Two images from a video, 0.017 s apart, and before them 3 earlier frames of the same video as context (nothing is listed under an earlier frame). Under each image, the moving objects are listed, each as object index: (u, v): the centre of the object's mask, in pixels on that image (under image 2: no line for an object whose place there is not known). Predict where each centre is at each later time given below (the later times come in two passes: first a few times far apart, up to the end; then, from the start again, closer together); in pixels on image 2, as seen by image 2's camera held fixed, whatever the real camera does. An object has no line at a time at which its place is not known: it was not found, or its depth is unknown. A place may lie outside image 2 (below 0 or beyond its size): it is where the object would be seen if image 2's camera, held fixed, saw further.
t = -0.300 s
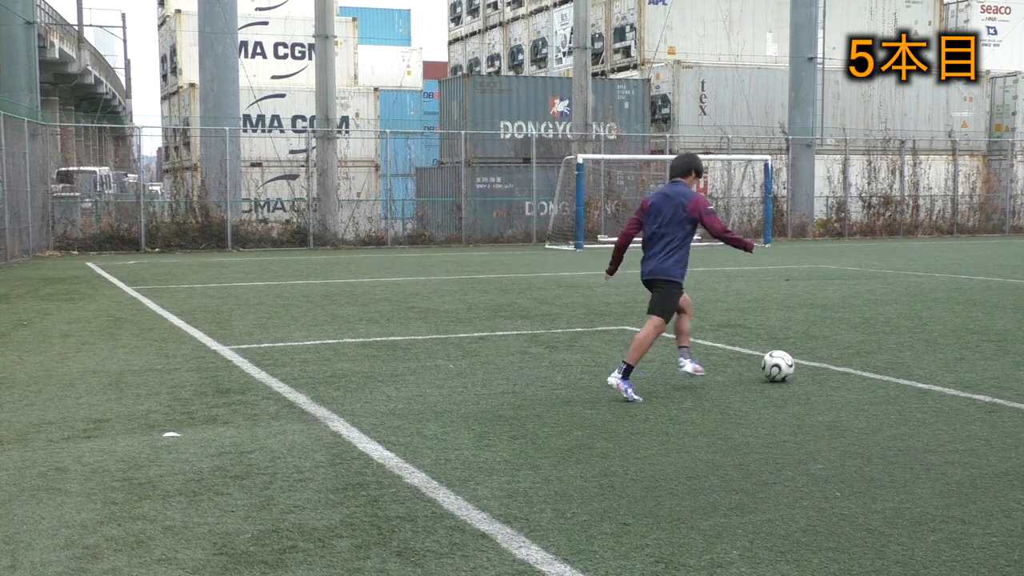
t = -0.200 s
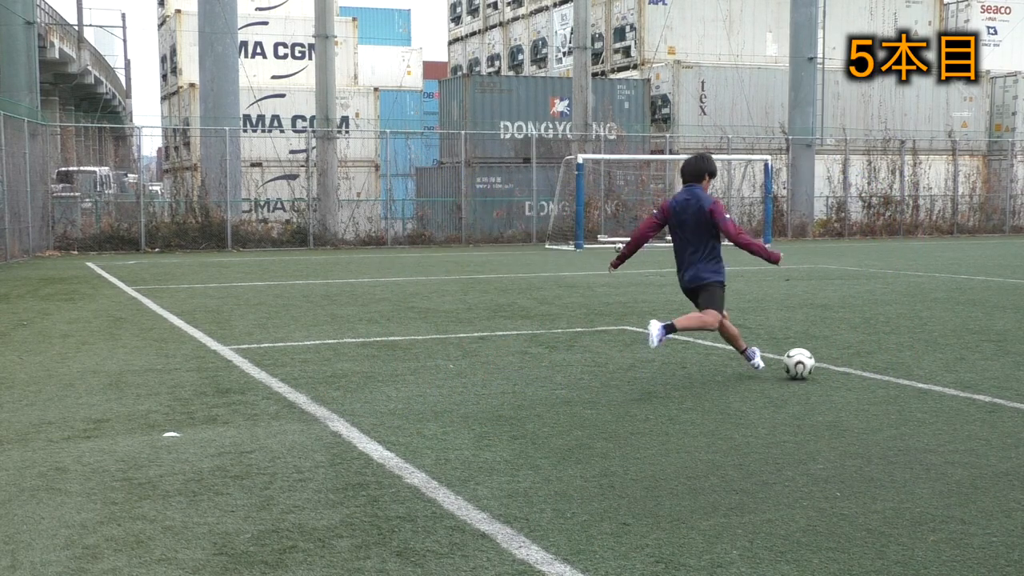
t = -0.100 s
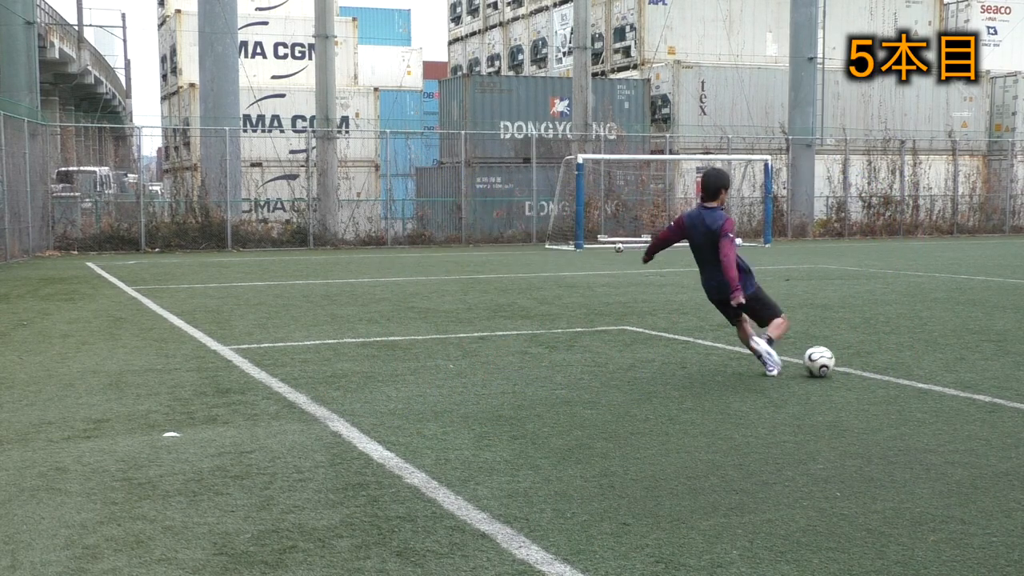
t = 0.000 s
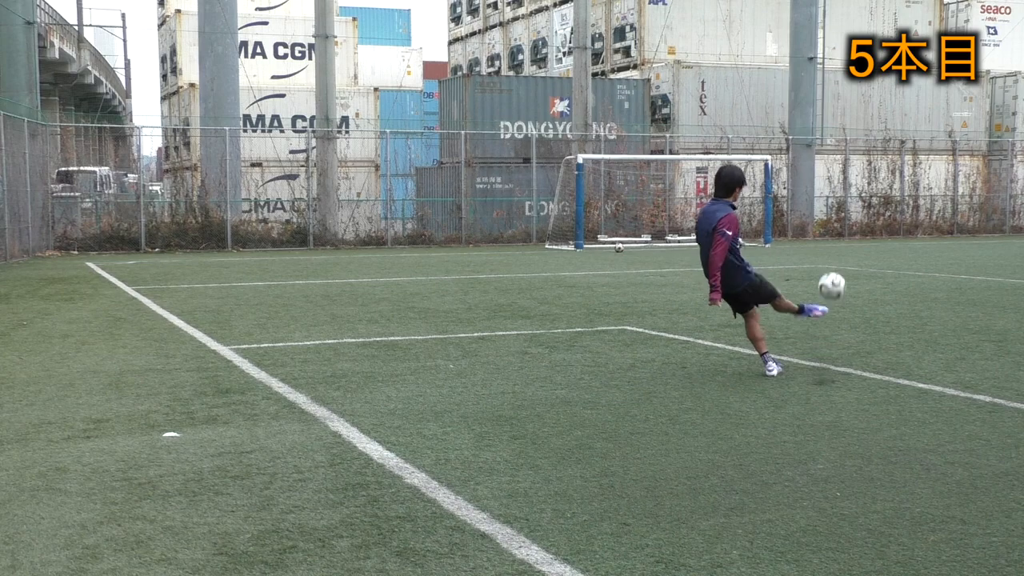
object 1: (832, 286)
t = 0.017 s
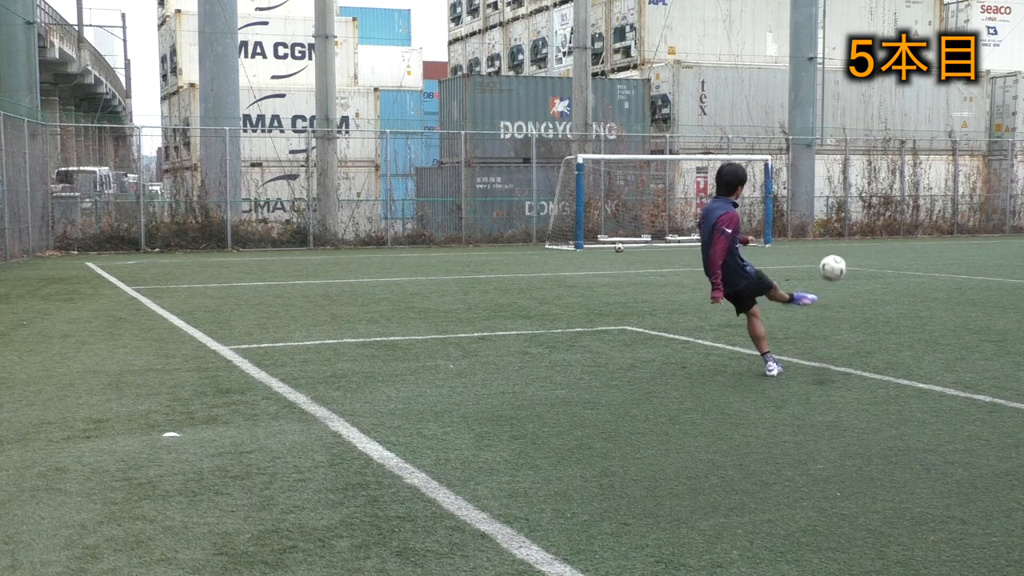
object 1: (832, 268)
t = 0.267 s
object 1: (827, 138)
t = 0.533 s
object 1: (814, 133)
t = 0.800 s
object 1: (802, 179)
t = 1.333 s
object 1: (782, 194)
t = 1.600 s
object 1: (776, 182)
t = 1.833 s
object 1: (782, 177)
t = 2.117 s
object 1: (810, 164)
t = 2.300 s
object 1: (826, 171)
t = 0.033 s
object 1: (833, 252)
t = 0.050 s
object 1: (833, 237)
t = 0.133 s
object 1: (832, 182)
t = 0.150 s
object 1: (832, 174)
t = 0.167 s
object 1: (831, 167)
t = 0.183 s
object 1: (831, 160)
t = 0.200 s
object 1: (830, 155)
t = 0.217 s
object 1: (829, 149)
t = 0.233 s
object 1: (829, 145)
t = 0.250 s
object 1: (828, 141)
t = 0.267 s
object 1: (827, 138)
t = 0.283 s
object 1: (827, 135)
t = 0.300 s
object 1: (826, 133)
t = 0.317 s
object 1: (825, 131)
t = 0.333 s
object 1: (824, 129)
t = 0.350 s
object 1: (823, 128)
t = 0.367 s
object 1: (823, 128)
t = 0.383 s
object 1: (822, 127)
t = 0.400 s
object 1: (821, 127)
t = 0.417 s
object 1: (820, 127)
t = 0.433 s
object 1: (819, 127)
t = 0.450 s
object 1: (818, 128)
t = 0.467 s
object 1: (818, 128)
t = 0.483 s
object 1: (817, 129)
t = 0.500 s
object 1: (816, 130)
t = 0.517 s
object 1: (816, 132)
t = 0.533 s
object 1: (814, 133)
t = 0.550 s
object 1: (814, 135)
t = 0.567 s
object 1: (813, 137)
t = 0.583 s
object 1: (812, 139)
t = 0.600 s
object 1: (811, 142)
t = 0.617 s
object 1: (810, 144)
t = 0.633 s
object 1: (810, 146)
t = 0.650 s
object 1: (809, 149)
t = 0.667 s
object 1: (808, 152)
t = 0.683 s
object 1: (808, 155)
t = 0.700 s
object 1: (807, 158)
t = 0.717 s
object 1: (806, 162)
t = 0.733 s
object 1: (805, 165)
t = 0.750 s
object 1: (804, 168)
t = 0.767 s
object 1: (803, 172)
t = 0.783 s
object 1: (803, 175)
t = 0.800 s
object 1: (802, 179)
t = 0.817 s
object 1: (801, 183)
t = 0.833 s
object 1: (800, 187)
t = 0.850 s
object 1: (799, 190)
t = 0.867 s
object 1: (798, 195)
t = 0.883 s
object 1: (797, 199)
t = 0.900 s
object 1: (797, 203)
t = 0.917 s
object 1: (796, 207)
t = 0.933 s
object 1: (795, 211)
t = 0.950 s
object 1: (795, 215)
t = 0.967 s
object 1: (794, 219)
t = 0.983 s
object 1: (793, 224)
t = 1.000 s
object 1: (792, 228)
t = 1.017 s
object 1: (792, 233)
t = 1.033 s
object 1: (790, 238)
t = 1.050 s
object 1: (790, 242)
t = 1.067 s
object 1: (789, 245)
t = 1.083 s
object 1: (788, 241)
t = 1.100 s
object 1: (788, 236)
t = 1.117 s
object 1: (788, 232)
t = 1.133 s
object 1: (787, 228)
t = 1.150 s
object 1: (787, 225)
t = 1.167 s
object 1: (786, 221)
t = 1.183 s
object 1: (786, 217)
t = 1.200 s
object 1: (786, 214)
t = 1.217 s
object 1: (785, 211)
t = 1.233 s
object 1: (785, 208)
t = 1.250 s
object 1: (784, 206)
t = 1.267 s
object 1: (784, 202)
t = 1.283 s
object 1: (784, 200)
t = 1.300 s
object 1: (783, 198)
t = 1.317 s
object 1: (782, 195)
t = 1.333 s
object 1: (782, 194)
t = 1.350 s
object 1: (782, 192)
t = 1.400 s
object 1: (781, 188)
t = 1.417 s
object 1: (780, 187)
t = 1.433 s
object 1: (780, 186)
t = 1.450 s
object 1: (779, 185)
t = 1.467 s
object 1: (779, 184)
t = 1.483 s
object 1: (779, 184)
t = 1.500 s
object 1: (778, 183)
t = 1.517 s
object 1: (778, 182)
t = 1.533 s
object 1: (777, 182)
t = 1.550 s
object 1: (777, 182)
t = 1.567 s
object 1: (777, 182)
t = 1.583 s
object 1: (776, 182)
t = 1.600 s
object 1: (776, 182)
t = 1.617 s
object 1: (776, 182)
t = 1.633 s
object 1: (775, 183)
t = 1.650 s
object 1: (775, 183)
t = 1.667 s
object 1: (775, 183)
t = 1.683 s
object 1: (775, 184)
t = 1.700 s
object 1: (774, 185)
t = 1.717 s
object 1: (774, 185)
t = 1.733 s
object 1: (774, 186)
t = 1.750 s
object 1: (774, 185)
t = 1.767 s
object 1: (775, 183)
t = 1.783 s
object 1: (777, 182)
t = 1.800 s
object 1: (778, 180)
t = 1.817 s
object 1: (780, 179)
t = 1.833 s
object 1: (782, 177)
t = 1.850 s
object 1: (783, 175)
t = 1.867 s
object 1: (785, 174)
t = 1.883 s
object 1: (786, 172)
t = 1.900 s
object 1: (789, 171)
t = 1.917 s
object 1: (790, 170)
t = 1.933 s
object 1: (792, 169)
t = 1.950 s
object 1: (793, 168)
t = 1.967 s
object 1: (795, 167)
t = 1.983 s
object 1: (797, 167)
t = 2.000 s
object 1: (798, 166)
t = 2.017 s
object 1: (800, 165)
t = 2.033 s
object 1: (801, 165)
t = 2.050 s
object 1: (803, 165)
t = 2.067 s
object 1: (804, 164)
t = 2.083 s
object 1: (806, 164)
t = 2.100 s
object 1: (808, 164)
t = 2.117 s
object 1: (810, 164)
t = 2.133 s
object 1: (811, 164)
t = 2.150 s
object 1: (812, 165)
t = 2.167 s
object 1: (814, 165)
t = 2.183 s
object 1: (816, 165)
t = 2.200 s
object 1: (818, 166)
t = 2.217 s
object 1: (819, 167)
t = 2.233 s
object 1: (820, 168)
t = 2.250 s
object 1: (822, 168)
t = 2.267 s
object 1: (823, 169)
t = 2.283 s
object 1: (825, 170)
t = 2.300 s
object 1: (826, 171)
